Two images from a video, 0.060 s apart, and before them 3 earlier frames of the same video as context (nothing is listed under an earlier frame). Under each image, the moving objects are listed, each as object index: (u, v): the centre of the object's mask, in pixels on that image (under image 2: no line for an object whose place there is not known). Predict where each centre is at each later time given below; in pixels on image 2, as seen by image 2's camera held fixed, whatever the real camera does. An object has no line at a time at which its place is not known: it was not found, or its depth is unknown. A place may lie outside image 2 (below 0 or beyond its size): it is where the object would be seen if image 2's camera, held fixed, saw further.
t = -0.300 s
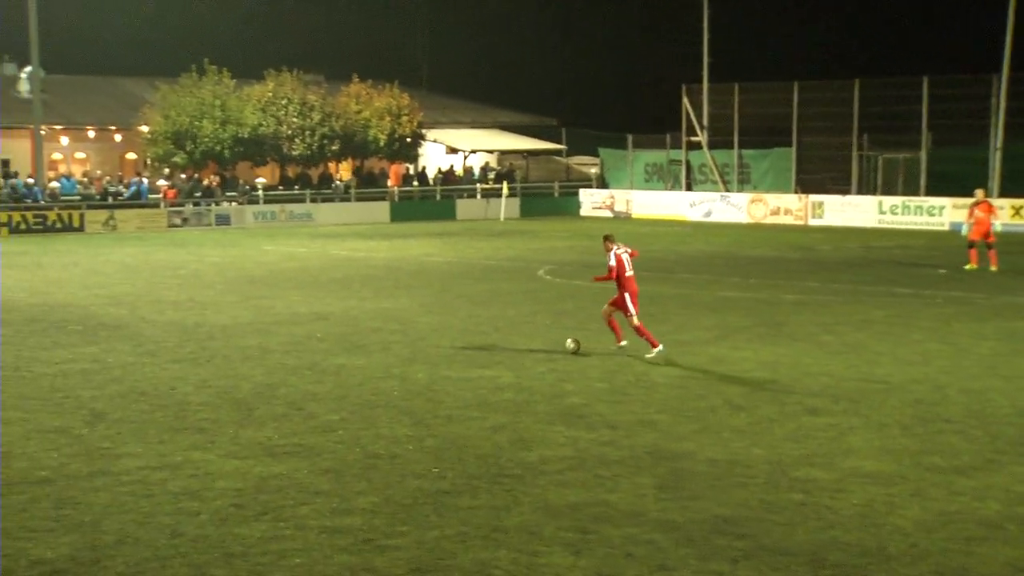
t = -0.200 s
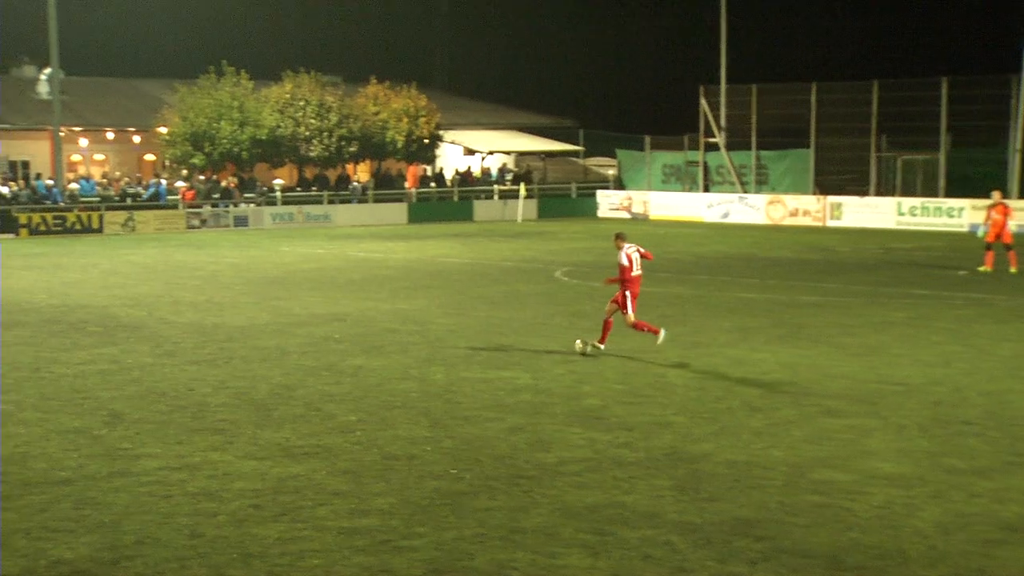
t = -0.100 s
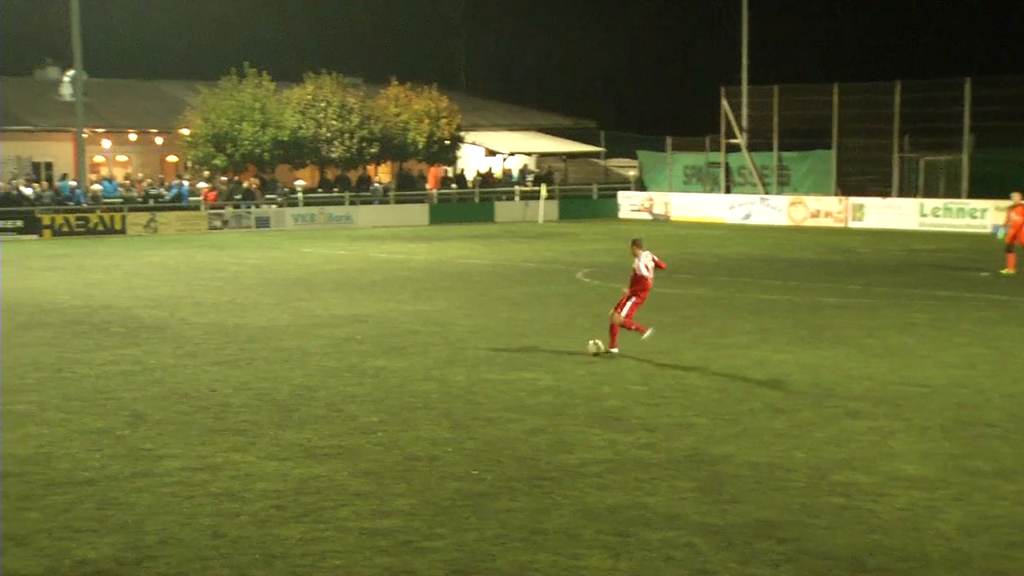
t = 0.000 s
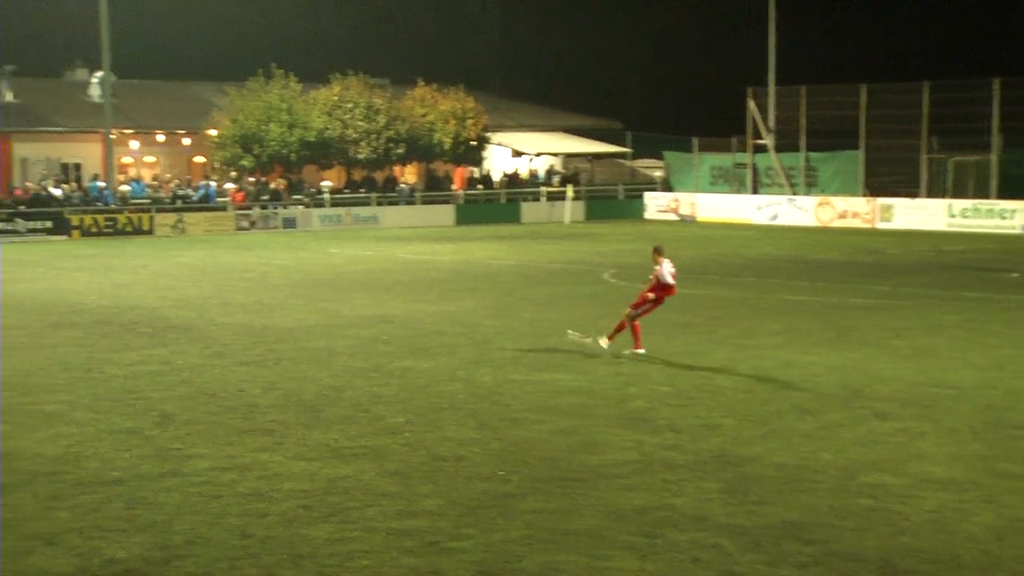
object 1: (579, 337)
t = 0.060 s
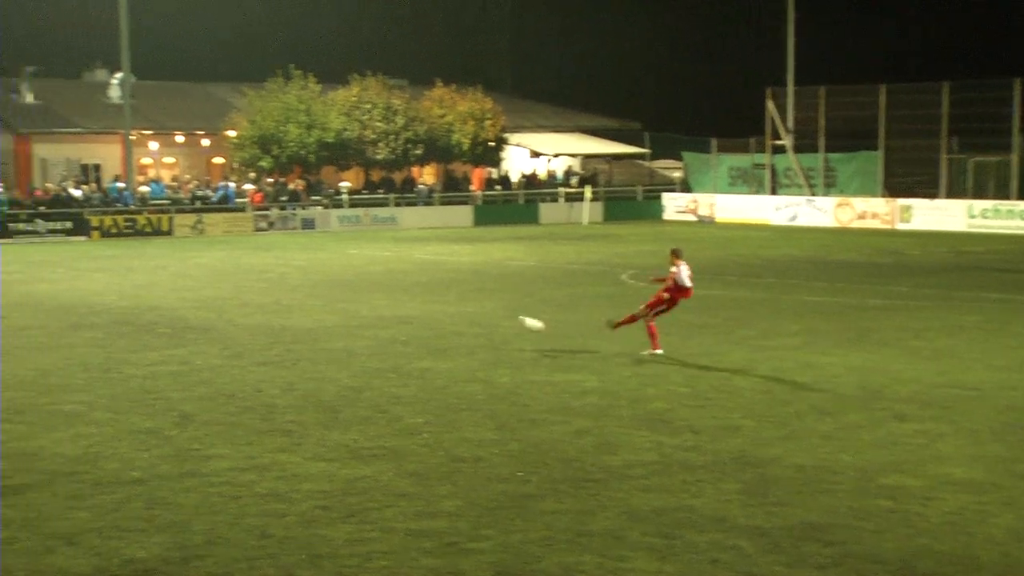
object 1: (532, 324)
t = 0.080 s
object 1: (510, 319)
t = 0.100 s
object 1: (489, 315)
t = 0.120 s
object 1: (470, 310)
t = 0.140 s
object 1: (451, 307)
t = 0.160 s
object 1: (431, 303)
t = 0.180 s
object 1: (412, 300)
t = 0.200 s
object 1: (393, 298)
